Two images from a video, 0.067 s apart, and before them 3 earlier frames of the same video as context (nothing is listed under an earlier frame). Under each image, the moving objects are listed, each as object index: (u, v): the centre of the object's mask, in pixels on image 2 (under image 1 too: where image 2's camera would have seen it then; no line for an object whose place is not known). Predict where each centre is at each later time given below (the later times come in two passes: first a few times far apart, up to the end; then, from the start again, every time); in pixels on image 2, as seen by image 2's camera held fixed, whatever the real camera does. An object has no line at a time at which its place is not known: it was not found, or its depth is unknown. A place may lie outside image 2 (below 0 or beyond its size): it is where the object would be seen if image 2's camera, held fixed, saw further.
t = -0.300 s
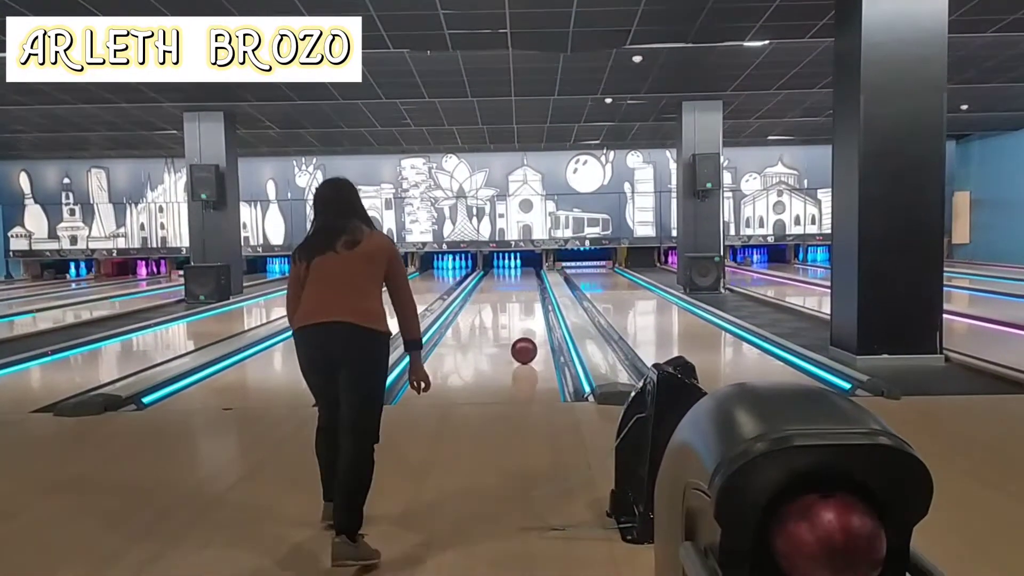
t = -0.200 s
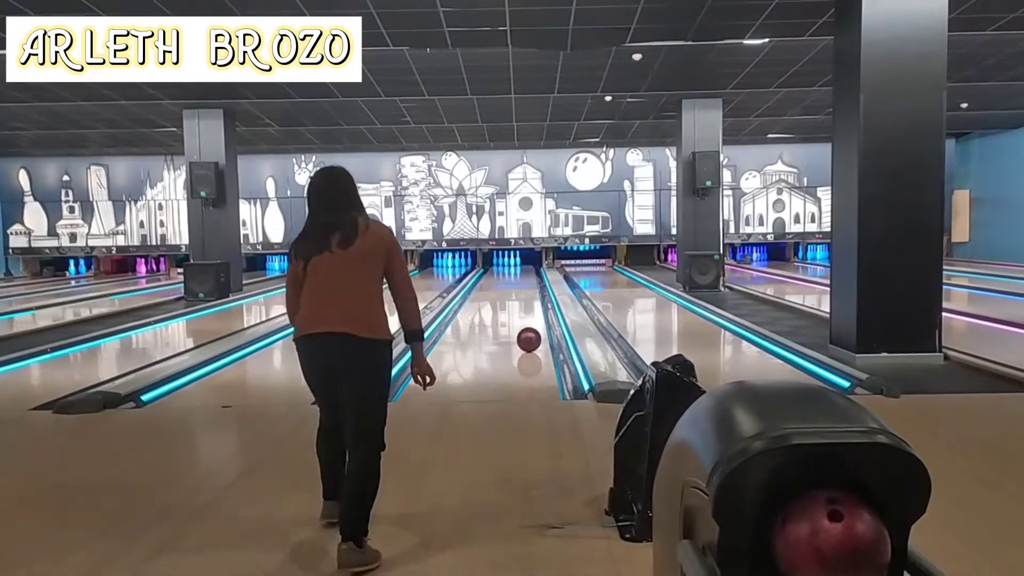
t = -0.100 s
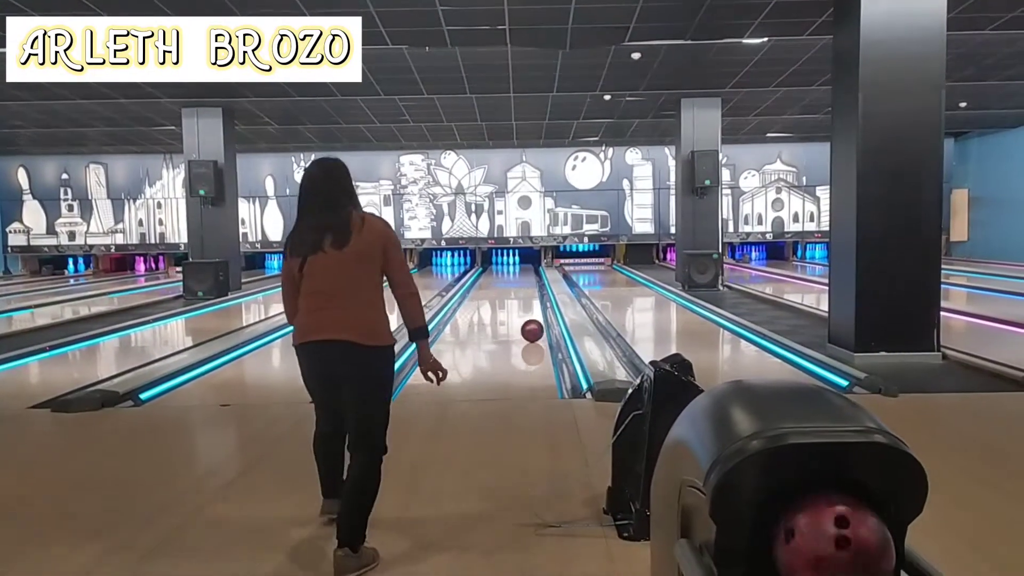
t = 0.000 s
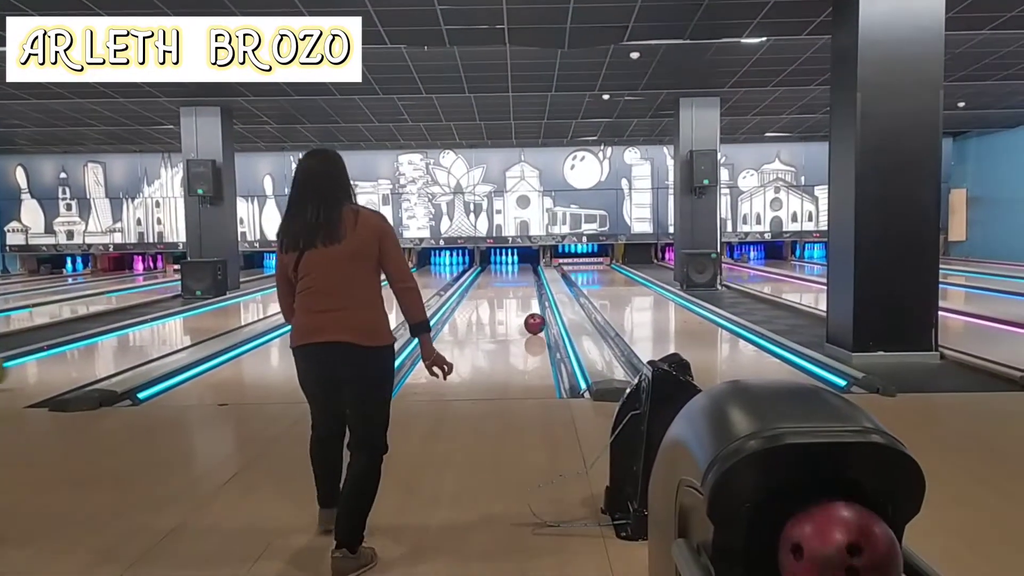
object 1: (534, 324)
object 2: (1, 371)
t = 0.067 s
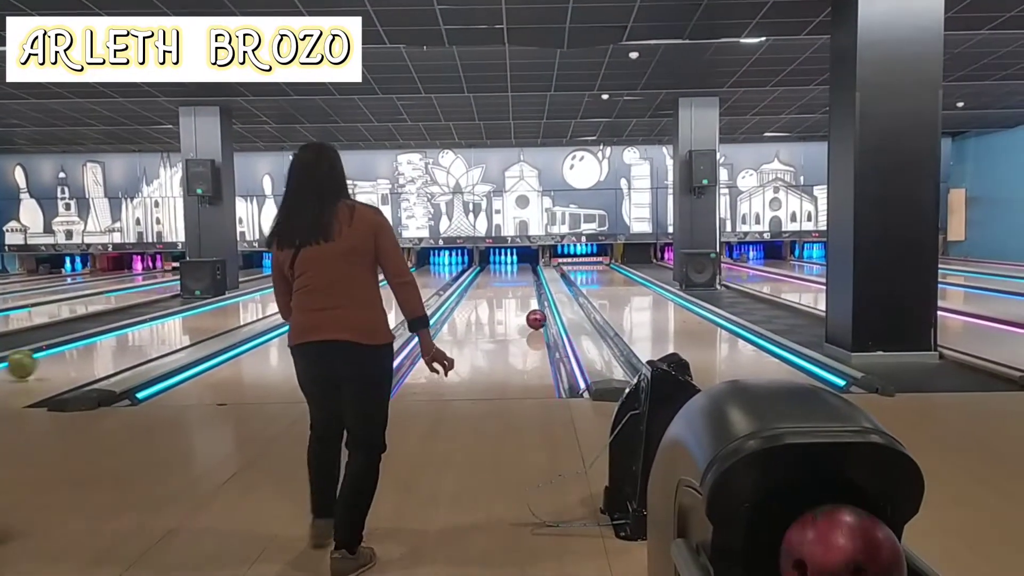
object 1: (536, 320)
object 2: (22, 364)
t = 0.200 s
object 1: (541, 312)
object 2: (75, 351)
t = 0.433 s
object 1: (548, 306)
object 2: (144, 330)
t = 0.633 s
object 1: (545, 300)
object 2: (187, 317)
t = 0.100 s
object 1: (537, 318)
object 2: (38, 362)
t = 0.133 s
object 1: (538, 316)
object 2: (50, 357)
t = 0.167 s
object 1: (539, 314)
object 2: (63, 353)
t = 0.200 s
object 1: (541, 312)
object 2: (75, 351)
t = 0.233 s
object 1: (541, 311)
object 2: (87, 347)
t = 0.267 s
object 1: (542, 309)
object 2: (97, 344)
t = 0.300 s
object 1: (543, 308)
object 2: (108, 340)
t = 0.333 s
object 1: (544, 308)
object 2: (117, 338)
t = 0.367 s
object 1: (546, 308)
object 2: (127, 336)
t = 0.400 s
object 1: (548, 308)
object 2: (136, 332)
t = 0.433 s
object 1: (548, 306)
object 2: (144, 330)
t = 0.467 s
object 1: (547, 306)
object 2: (152, 328)
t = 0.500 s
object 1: (546, 304)
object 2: (160, 325)
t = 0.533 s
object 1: (546, 303)
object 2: (168, 323)
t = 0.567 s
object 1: (546, 302)
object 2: (175, 321)
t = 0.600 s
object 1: (546, 300)
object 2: (181, 318)
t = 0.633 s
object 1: (545, 300)
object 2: (187, 317)
